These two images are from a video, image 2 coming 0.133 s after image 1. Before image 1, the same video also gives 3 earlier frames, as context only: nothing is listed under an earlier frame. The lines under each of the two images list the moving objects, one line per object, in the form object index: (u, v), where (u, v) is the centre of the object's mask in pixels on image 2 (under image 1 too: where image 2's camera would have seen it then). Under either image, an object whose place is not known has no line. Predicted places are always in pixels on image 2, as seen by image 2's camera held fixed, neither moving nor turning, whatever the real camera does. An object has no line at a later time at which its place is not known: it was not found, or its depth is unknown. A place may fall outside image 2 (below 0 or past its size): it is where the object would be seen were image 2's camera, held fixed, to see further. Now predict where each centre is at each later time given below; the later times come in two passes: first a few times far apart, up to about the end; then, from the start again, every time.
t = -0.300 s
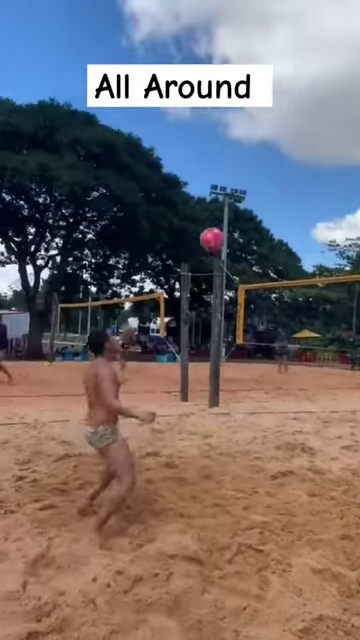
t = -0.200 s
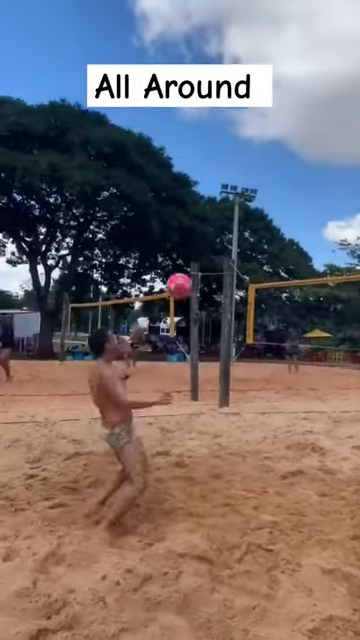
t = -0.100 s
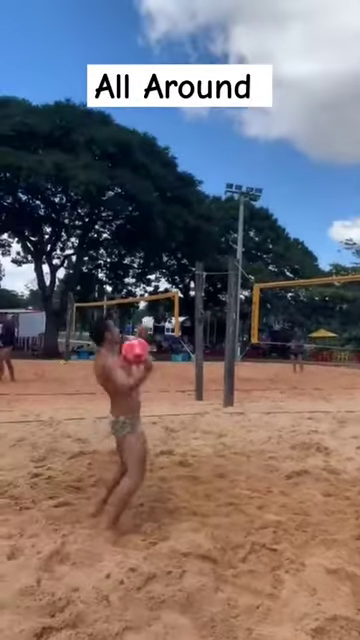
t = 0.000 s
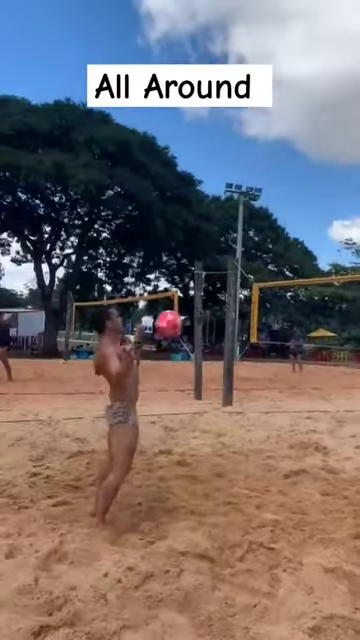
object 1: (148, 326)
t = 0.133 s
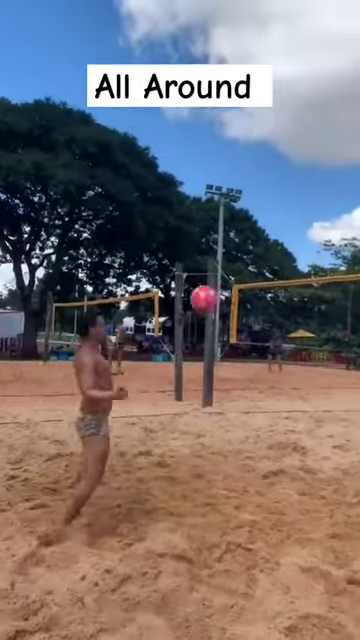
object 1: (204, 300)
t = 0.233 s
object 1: (244, 295)
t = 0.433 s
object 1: (322, 322)
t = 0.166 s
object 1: (217, 296)
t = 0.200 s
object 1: (230, 295)
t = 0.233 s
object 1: (244, 295)
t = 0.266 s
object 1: (256, 297)
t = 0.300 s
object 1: (270, 299)
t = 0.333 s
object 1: (282, 303)
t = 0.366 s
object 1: (296, 308)
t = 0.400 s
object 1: (308, 315)
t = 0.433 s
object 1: (322, 322)
